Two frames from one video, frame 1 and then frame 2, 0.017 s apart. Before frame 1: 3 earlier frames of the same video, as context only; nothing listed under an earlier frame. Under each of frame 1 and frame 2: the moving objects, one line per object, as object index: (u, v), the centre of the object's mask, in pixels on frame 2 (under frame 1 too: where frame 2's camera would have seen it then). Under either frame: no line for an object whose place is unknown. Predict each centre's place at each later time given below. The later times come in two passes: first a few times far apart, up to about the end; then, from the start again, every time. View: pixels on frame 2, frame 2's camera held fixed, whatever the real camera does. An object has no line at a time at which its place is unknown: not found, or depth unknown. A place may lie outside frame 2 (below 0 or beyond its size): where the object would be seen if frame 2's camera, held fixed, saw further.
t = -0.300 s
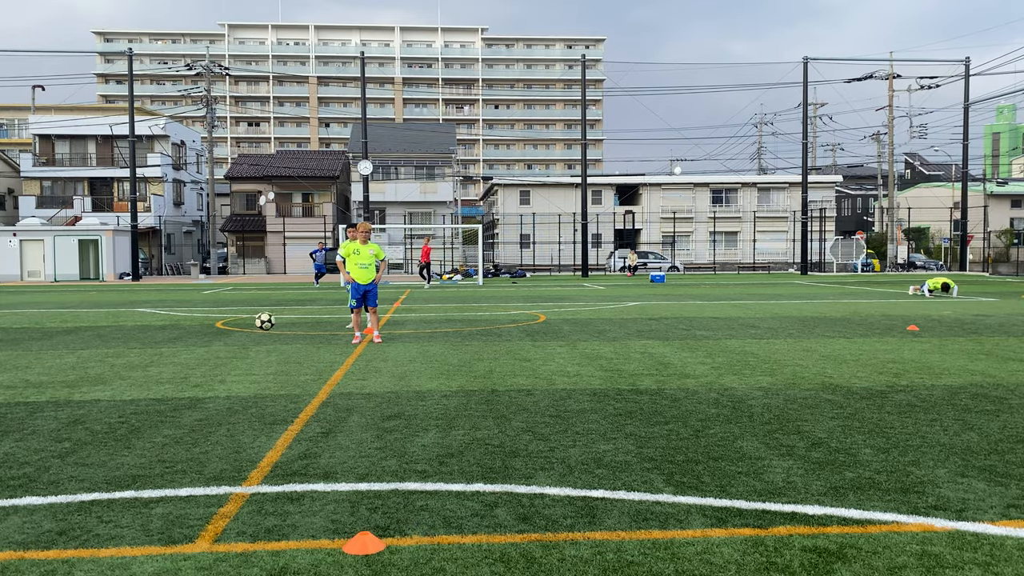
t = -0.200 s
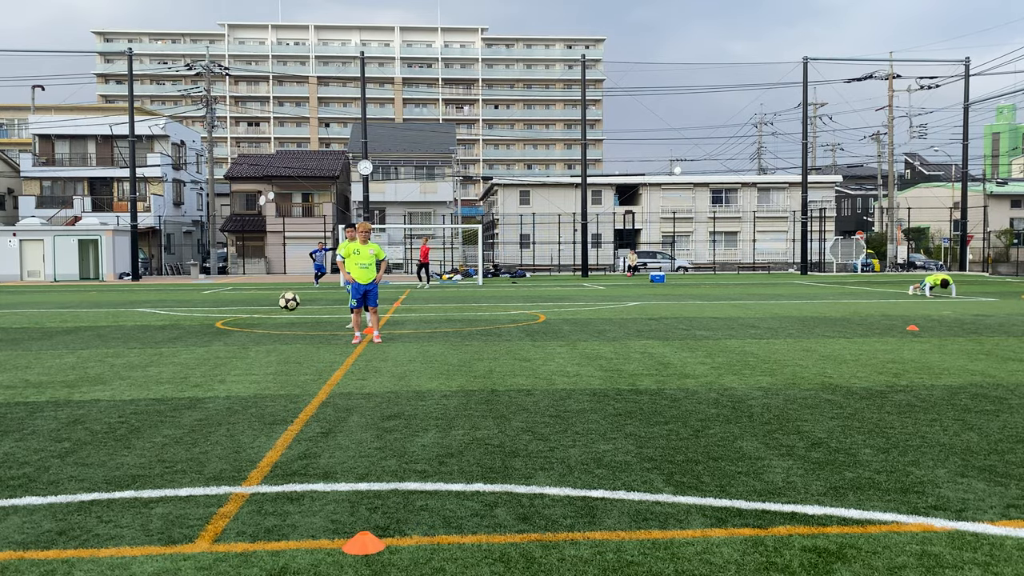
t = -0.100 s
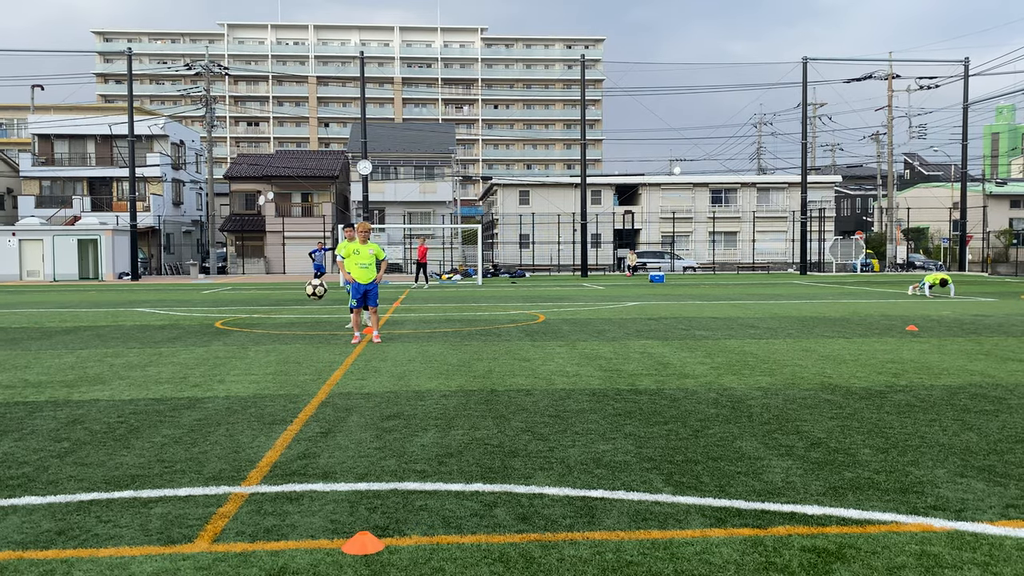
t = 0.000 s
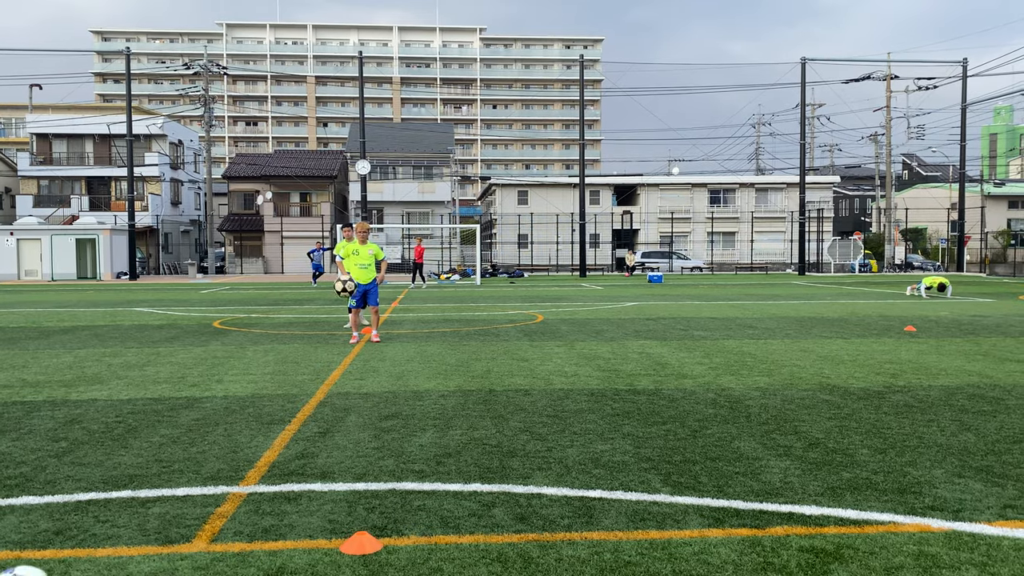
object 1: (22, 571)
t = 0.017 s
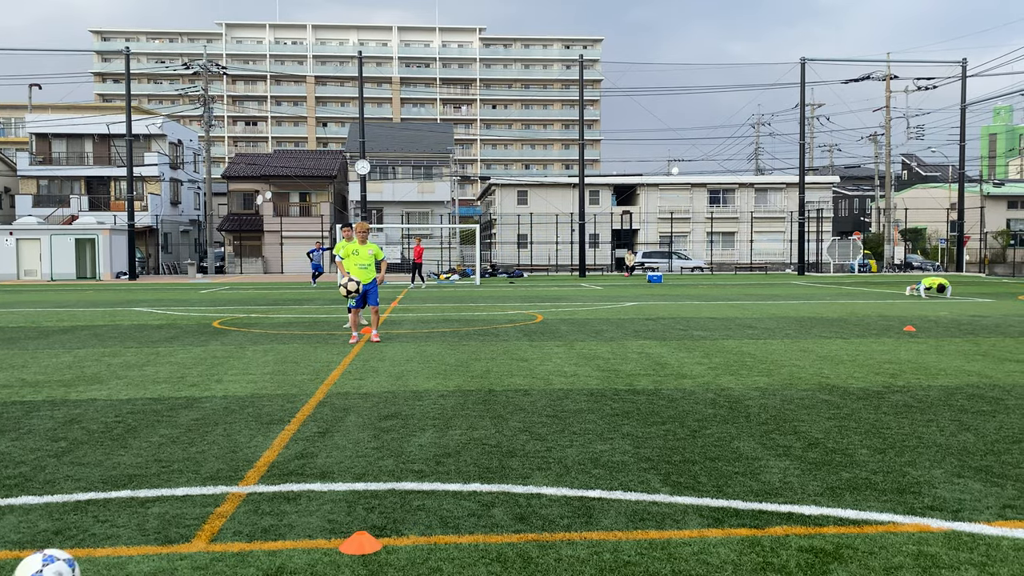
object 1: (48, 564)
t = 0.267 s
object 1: (240, 435)
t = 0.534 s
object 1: (305, 385)
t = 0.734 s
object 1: (329, 366)
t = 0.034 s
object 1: (71, 557)
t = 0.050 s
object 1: (91, 547)
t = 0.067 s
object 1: (109, 532)
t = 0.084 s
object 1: (126, 519)
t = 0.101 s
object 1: (141, 507)
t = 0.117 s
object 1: (155, 497)
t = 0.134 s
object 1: (168, 488)
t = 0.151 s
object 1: (181, 480)
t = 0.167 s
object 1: (191, 474)
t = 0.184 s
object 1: (201, 467)
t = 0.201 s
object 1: (210, 460)
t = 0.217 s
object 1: (218, 452)
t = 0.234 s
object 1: (225, 446)
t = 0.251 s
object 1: (233, 440)
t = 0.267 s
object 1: (240, 435)
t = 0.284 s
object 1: (246, 431)
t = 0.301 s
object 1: (252, 428)
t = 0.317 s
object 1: (258, 423)
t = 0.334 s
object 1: (263, 418)
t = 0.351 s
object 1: (268, 414)
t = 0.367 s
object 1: (272, 410)
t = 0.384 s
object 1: (275, 406)
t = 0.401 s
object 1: (279, 402)
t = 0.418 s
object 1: (284, 400)
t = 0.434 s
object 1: (287, 397)
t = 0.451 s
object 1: (291, 395)
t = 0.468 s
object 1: (294, 394)
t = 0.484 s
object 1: (297, 393)
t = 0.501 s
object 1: (301, 391)
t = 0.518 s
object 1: (303, 387)
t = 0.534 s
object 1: (305, 385)
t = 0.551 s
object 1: (308, 382)
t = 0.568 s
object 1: (310, 379)
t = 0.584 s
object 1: (312, 377)
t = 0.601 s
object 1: (314, 376)
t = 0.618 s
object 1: (316, 375)
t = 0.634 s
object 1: (318, 374)
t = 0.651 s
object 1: (320, 374)
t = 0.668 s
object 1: (322, 373)
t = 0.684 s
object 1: (324, 371)
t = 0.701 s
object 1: (326, 369)
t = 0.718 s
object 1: (327, 368)
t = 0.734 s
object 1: (329, 366)
